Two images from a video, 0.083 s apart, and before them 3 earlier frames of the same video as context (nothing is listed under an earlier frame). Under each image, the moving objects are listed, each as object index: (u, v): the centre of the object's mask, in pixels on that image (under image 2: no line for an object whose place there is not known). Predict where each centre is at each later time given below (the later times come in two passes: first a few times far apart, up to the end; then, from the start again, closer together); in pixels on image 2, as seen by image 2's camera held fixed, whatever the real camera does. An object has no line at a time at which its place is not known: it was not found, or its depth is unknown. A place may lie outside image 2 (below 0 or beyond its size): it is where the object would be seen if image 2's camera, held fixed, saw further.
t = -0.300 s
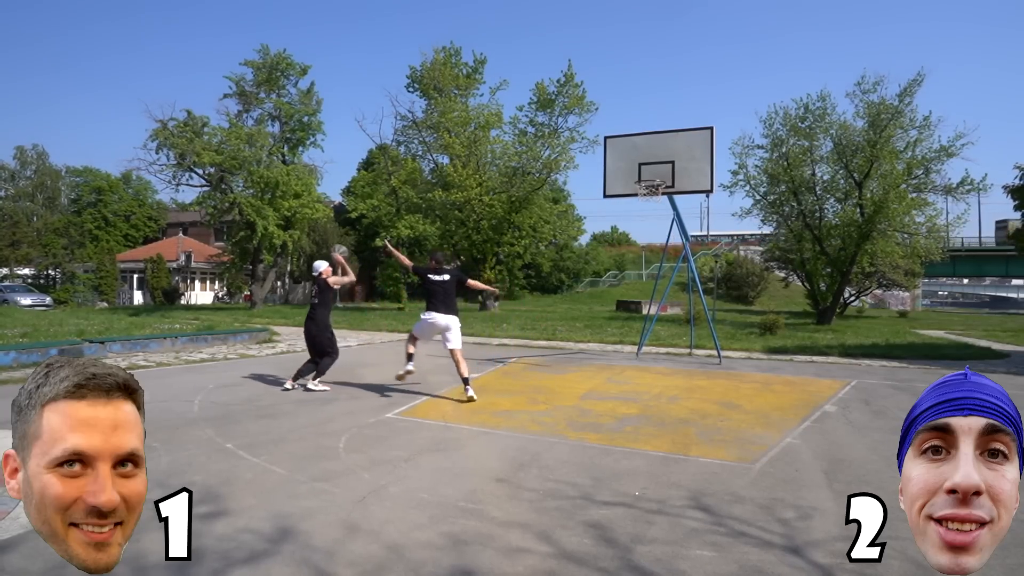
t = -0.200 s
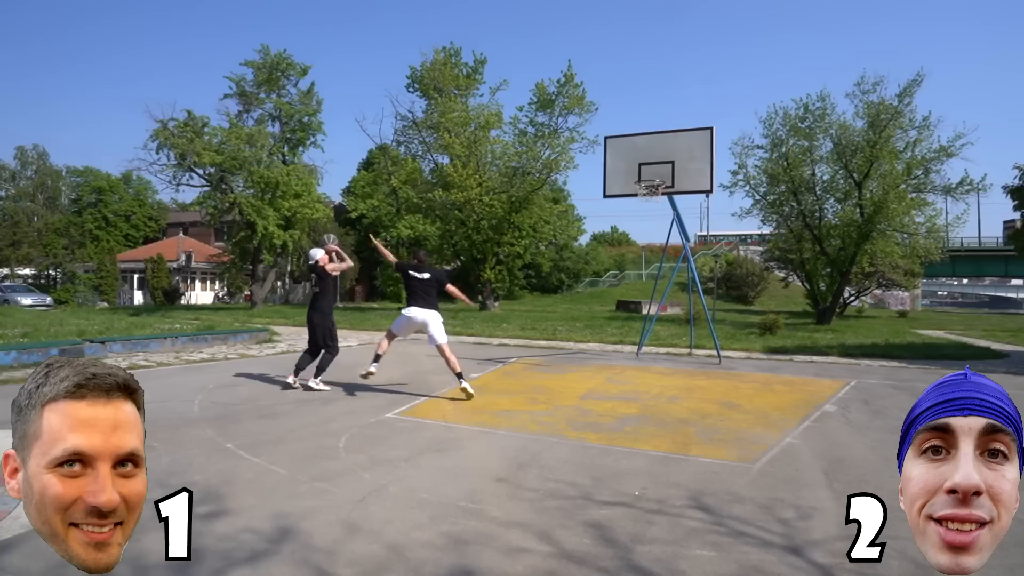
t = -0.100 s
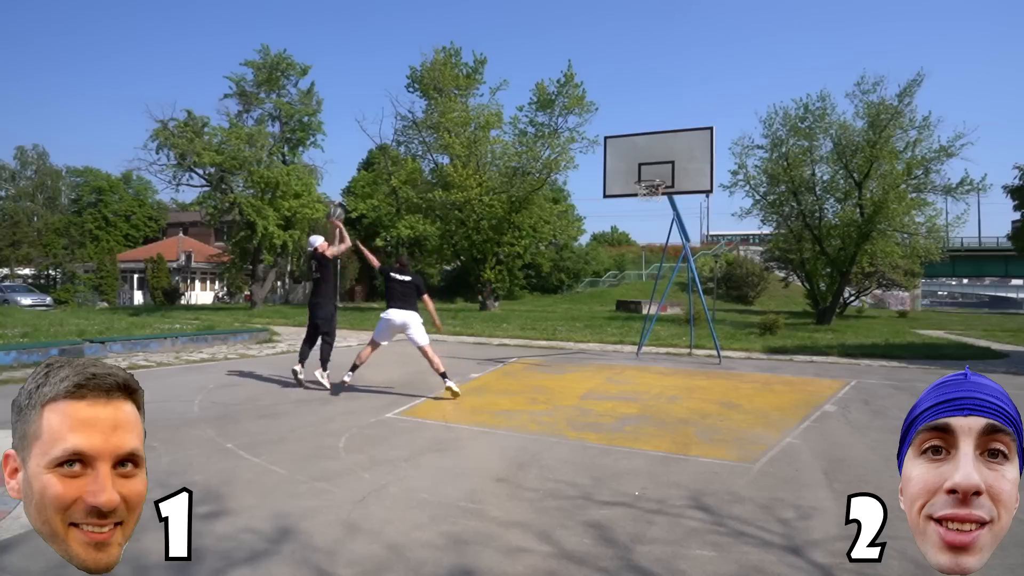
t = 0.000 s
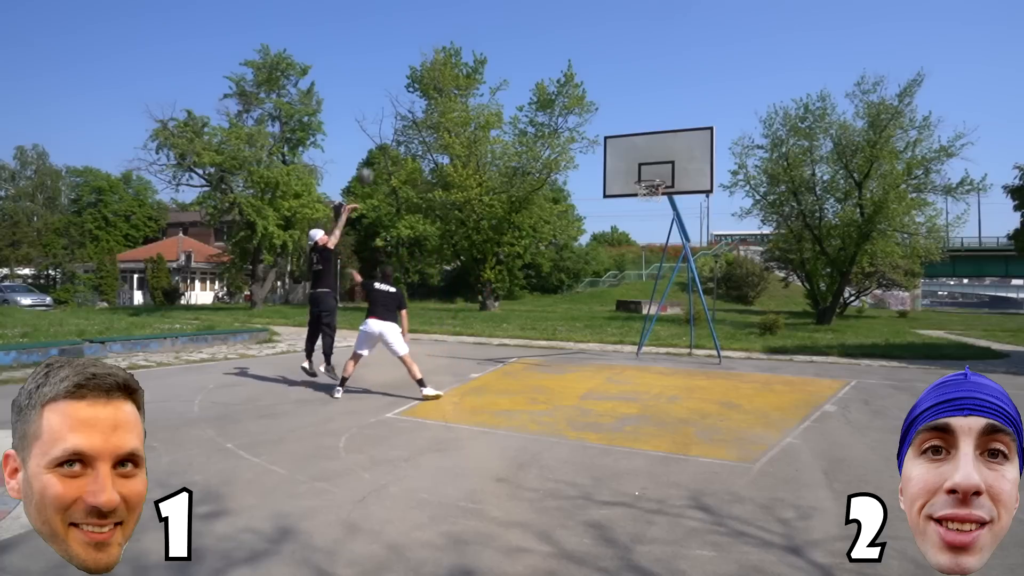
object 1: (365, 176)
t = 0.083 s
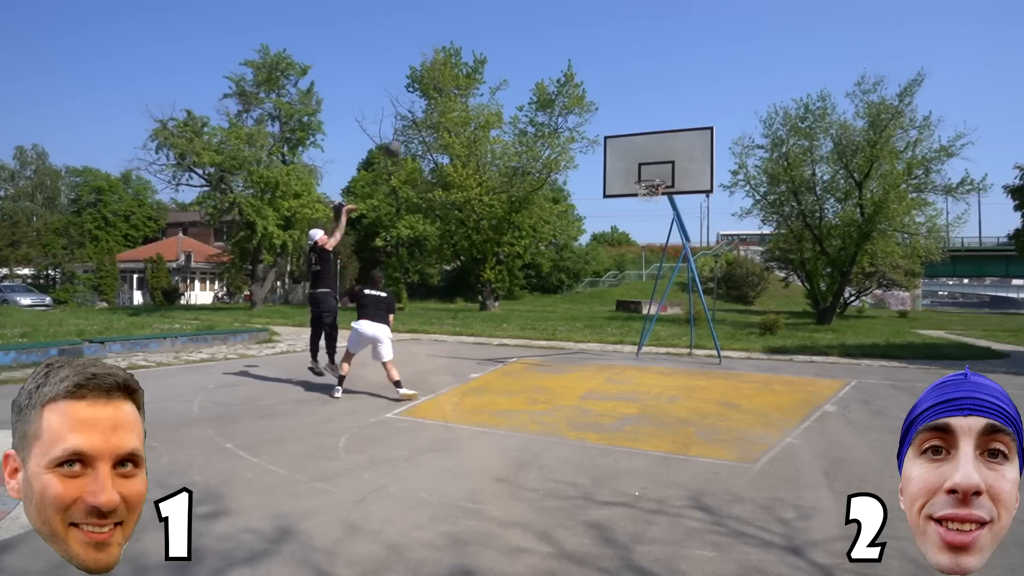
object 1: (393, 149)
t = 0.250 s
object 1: (449, 111)
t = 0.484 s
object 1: (519, 93)
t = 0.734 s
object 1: (586, 114)
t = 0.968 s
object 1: (643, 167)
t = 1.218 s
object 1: (647, 208)
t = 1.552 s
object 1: (646, 297)
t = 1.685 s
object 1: (645, 344)
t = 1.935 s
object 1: (646, 304)
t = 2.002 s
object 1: (641, 296)
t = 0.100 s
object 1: (399, 143)
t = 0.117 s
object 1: (404, 139)
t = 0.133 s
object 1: (410, 135)
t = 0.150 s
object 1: (416, 130)
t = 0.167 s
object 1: (422, 126)
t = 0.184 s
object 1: (427, 123)
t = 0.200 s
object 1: (432, 119)
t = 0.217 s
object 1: (438, 116)
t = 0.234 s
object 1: (443, 114)
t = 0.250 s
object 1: (449, 111)
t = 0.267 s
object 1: (454, 108)
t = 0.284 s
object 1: (459, 105)
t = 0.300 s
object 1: (463, 104)
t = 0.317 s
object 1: (469, 102)
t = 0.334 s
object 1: (474, 100)
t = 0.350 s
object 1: (479, 99)
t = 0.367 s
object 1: (484, 98)
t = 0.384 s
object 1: (489, 97)
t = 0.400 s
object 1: (494, 96)
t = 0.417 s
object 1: (499, 94)
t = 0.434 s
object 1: (504, 94)
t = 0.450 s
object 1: (509, 93)
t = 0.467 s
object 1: (514, 93)
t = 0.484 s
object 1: (519, 93)
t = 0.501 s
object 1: (523, 93)
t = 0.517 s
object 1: (529, 94)
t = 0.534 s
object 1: (532, 94)
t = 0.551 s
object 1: (538, 94)
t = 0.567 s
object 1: (541, 96)
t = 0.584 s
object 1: (545, 98)
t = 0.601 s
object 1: (550, 98)
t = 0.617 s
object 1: (555, 100)
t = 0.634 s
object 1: (560, 100)
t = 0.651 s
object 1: (565, 103)
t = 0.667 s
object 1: (568, 106)
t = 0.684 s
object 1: (573, 107)
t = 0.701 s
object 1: (577, 110)
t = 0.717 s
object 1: (582, 112)
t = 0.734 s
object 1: (586, 114)
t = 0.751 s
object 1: (591, 117)
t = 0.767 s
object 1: (595, 119)
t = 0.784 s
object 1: (599, 122)
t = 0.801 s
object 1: (603, 126)
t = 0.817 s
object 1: (607, 129)
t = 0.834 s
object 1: (611, 133)
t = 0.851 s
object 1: (615, 137)
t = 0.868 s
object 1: (619, 141)
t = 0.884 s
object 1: (623, 145)
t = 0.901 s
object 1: (627, 149)
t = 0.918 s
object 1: (631, 153)
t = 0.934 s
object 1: (635, 157)
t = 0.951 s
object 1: (639, 163)
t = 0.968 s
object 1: (643, 167)
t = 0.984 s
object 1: (647, 171)
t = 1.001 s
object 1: (651, 176)
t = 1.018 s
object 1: (654, 179)
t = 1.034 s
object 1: (653, 180)
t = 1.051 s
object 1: (649, 185)
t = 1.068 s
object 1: (647, 188)
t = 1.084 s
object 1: (646, 188)
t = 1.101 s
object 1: (645, 190)
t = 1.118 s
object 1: (645, 192)
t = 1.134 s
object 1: (646, 195)
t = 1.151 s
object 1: (647, 197)
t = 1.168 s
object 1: (647, 199)
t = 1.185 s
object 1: (647, 202)
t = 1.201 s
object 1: (647, 205)
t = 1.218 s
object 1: (647, 208)
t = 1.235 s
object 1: (647, 211)
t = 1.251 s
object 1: (647, 215)
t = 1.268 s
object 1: (647, 218)
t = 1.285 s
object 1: (647, 221)
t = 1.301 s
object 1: (647, 225)
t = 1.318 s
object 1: (647, 229)
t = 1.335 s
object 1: (647, 234)
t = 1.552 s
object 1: (646, 297)
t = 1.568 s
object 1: (646, 302)
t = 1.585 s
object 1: (645, 309)
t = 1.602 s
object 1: (644, 311)
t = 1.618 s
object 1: (645, 320)
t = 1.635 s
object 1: (645, 325)
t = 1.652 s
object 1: (645, 331)
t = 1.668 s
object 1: (645, 338)
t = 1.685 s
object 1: (645, 344)
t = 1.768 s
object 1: (644, 347)
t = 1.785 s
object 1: (644, 342)
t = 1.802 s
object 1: (644, 337)
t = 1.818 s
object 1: (645, 332)
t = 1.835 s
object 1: (645, 328)
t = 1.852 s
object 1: (645, 324)
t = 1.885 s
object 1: (645, 316)
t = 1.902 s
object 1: (647, 310)
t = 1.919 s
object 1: (647, 308)
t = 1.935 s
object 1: (646, 304)
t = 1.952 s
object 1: (645, 301)
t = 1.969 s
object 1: (644, 300)
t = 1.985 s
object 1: (643, 298)
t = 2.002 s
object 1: (641, 296)
